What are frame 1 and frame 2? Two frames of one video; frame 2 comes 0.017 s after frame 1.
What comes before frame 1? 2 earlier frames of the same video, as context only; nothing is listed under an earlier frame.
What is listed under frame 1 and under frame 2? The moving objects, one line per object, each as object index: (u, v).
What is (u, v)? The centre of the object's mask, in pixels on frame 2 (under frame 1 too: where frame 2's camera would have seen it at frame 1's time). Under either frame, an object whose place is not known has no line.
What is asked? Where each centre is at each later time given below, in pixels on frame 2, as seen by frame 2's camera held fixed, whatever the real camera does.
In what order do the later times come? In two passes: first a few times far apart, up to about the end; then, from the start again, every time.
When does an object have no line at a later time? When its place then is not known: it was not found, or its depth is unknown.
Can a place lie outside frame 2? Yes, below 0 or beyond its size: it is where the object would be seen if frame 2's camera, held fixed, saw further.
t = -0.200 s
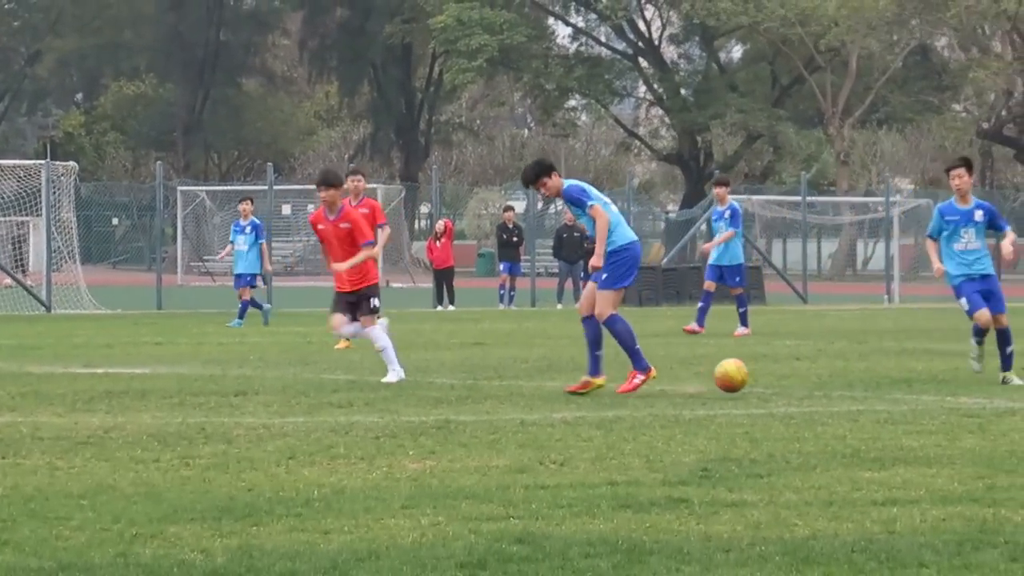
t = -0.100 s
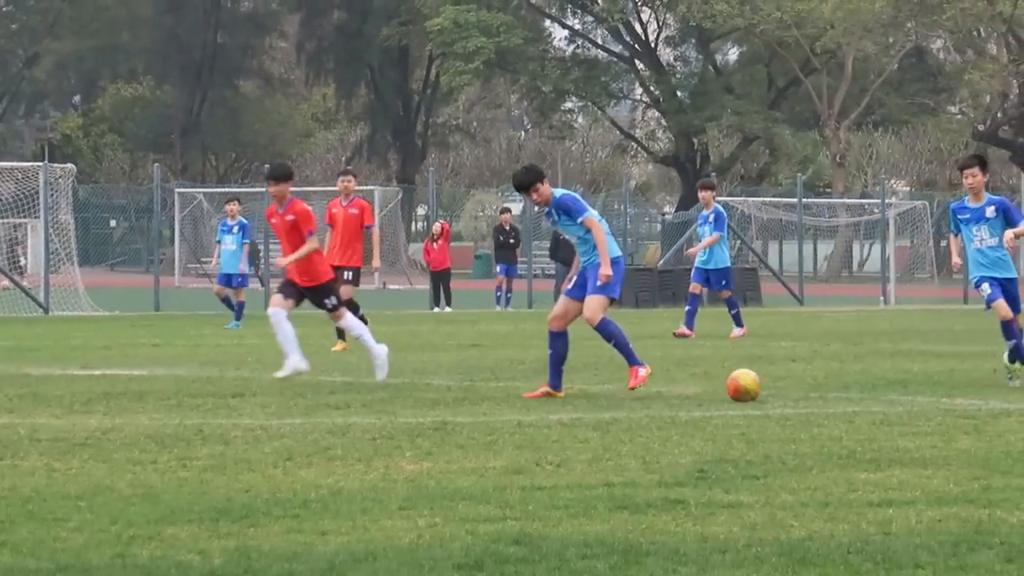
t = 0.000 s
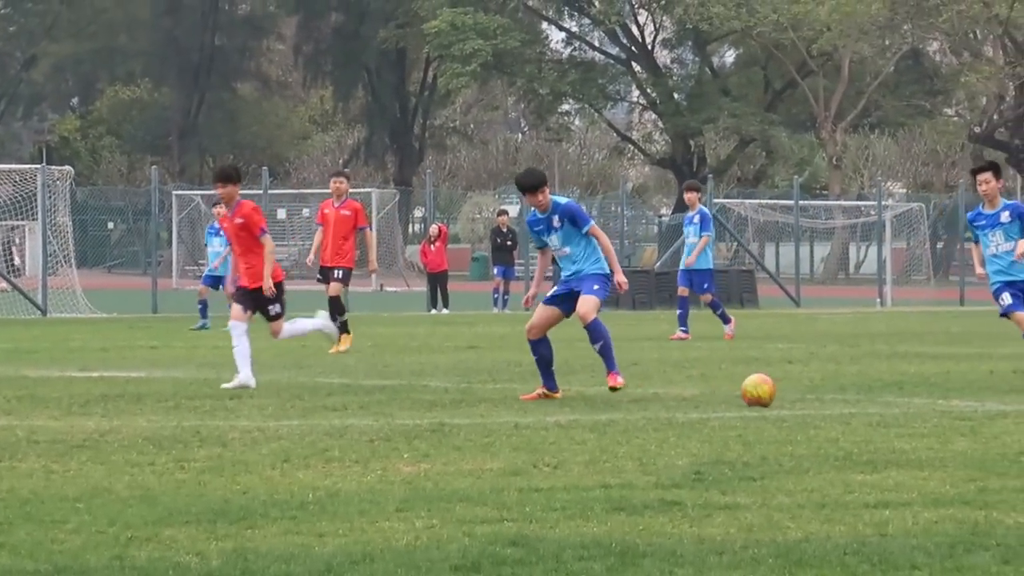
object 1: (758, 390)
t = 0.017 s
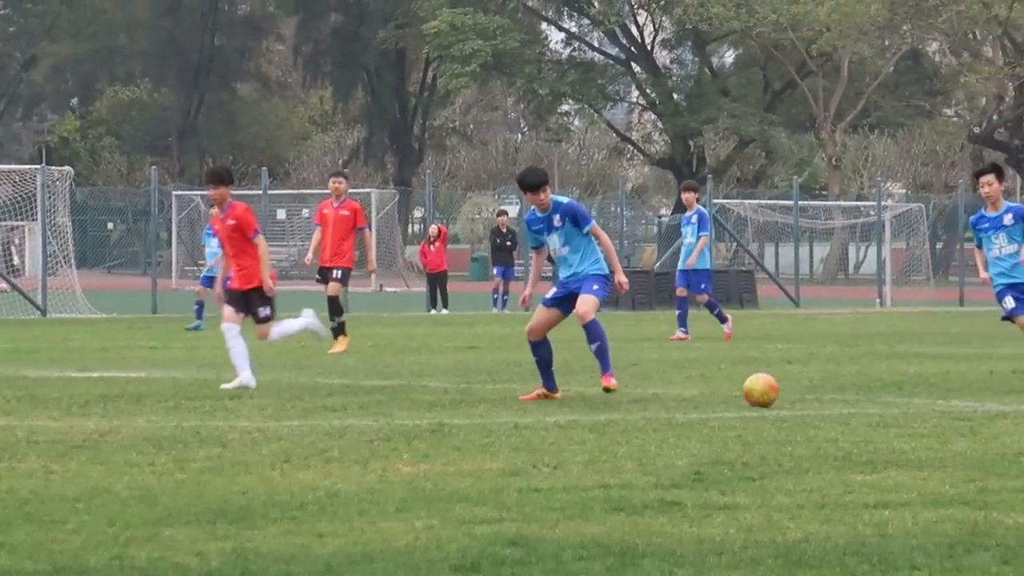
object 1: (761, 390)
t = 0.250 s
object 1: (799, 393)
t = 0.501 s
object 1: (843, 401)
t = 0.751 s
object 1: (892, 406)
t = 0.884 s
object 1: (920, 410)
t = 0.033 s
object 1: (763, 389)
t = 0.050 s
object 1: (766, 389)
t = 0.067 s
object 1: (768, 389)
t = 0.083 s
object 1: (771, 389)
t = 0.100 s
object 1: (773, 389)
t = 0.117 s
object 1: (776, 390)
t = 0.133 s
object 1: (779, 392)
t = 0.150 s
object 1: (782, 393)
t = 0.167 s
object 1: (785, 395)
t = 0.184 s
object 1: (787, 395)
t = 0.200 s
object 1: (791, 394)
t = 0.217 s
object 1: (793, 394)
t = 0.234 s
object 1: (796, 393)
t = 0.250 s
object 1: (799, 393)
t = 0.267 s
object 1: (802, 394)
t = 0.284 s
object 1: (804, 395)
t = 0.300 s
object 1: (807, 395)
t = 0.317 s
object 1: (810, 397)
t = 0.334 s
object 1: (813, 398)
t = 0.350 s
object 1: (816, 397)
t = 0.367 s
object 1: (819, 397)
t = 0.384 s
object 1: (822, 396)
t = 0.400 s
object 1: (825, 396)
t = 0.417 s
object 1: (828, 396)
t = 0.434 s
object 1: (831, 397)
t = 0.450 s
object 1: (834, 397)
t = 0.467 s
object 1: (837, 399)
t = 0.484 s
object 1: (839, 400)
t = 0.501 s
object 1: (843, 401)
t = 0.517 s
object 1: (846, 401)
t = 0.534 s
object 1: (849, 401)
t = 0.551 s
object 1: (852, 401)
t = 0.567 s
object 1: (855, 401)
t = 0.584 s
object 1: (859, 402)
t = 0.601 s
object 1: (862, 403)
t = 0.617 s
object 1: (866, 403)
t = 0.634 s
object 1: (869, 404)
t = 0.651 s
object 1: (872, 404)
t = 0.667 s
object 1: (876, 404)
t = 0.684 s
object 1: (879, 404)
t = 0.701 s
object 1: (882, 405)
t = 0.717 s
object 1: (885, 405)
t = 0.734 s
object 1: (889, 406)
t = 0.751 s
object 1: (892, 406)
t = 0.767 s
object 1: (896, 407)
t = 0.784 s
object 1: (899, 407)
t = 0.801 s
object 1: (903, 407)
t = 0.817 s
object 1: (907, 407)
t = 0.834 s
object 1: (910, 408)
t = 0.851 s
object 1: (913, 408)
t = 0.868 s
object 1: (917, 409)
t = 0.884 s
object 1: (920, 410)
